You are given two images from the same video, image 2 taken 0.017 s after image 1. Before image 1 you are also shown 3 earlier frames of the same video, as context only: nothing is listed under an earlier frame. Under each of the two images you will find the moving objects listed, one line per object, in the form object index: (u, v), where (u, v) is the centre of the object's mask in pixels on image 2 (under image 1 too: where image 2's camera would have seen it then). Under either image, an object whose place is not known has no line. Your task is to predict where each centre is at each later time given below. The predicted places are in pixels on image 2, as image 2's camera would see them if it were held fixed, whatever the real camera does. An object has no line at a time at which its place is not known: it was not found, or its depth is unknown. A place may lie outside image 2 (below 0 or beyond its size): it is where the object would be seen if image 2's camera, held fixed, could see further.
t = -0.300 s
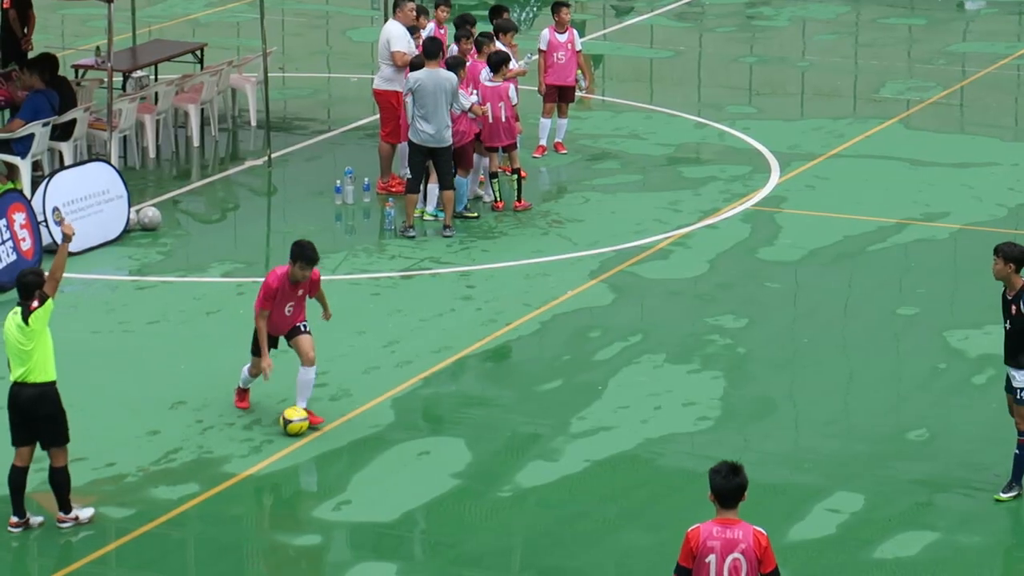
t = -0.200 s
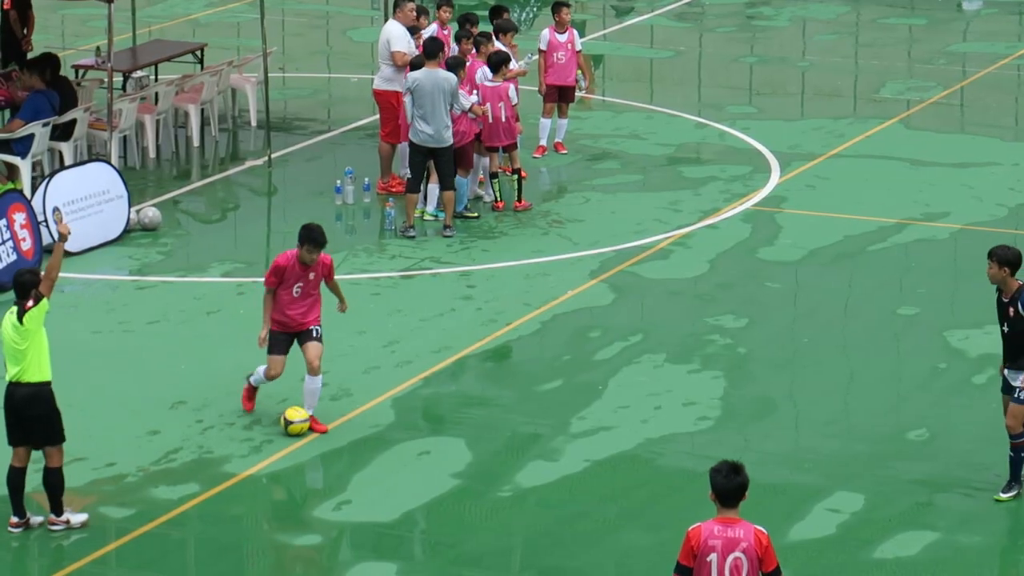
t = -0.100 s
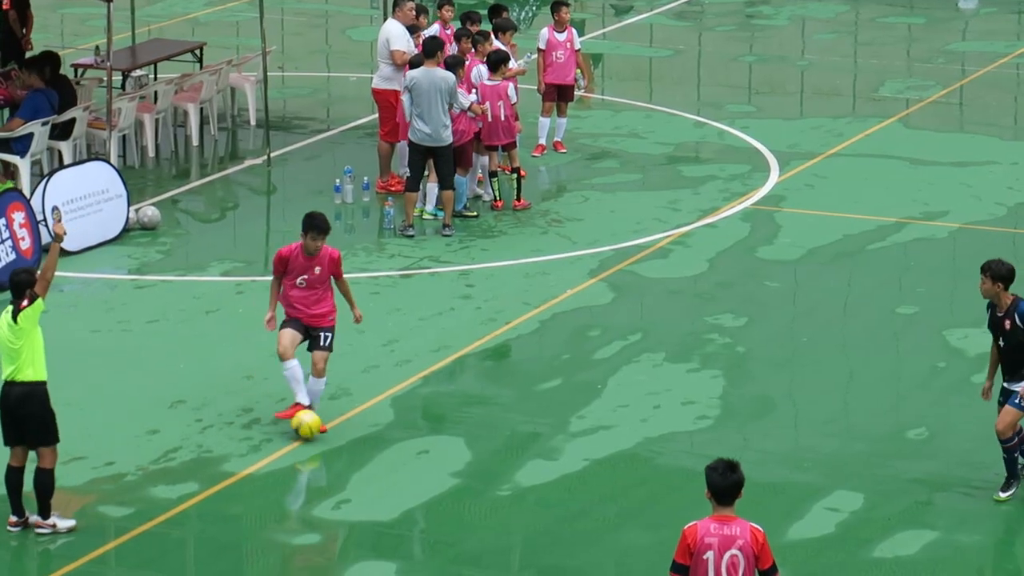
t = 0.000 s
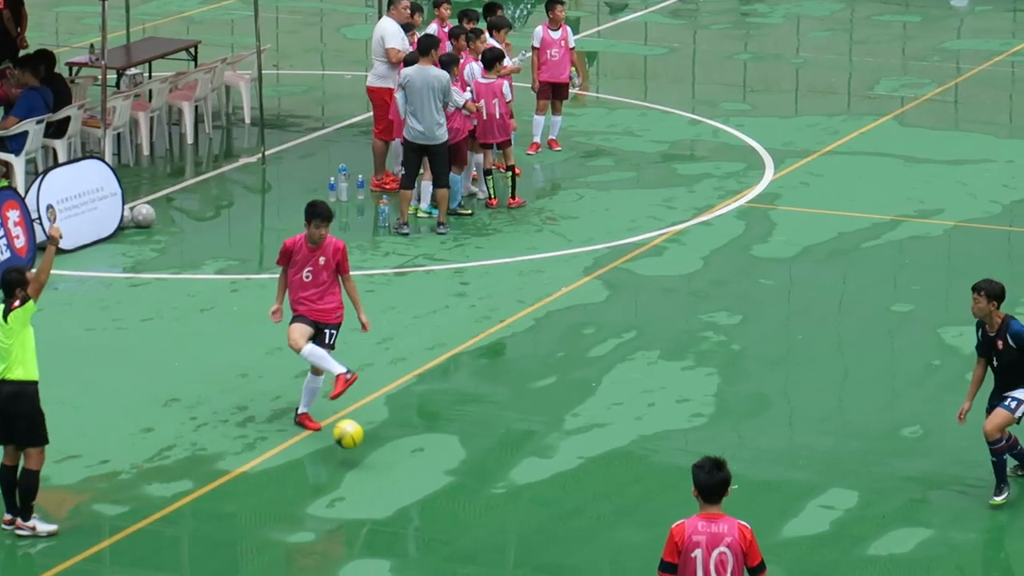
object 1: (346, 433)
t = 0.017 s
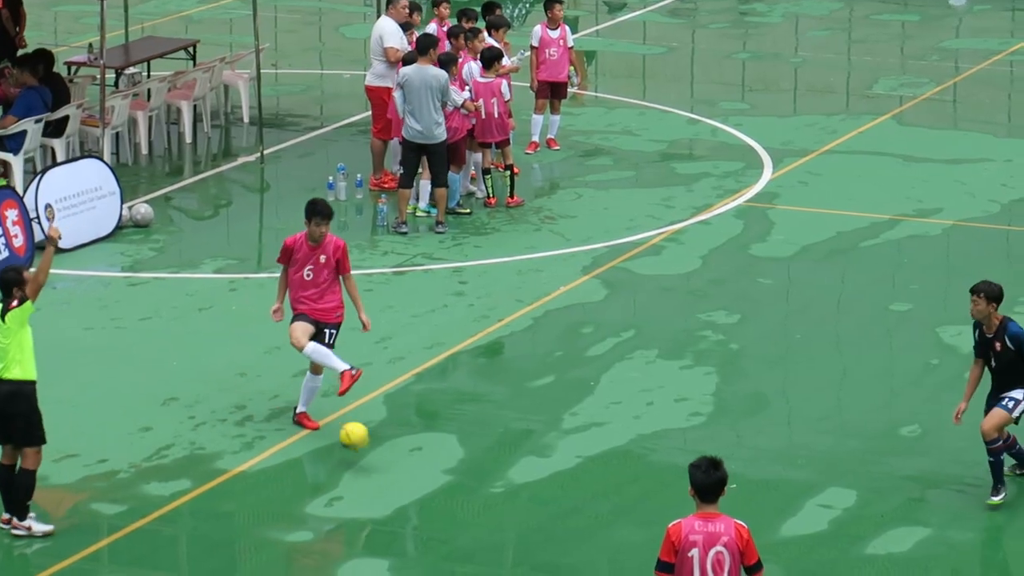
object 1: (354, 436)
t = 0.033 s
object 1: (362, 439)
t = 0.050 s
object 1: (371, 444)
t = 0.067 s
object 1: (379, 449)
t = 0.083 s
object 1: (388, 455)
